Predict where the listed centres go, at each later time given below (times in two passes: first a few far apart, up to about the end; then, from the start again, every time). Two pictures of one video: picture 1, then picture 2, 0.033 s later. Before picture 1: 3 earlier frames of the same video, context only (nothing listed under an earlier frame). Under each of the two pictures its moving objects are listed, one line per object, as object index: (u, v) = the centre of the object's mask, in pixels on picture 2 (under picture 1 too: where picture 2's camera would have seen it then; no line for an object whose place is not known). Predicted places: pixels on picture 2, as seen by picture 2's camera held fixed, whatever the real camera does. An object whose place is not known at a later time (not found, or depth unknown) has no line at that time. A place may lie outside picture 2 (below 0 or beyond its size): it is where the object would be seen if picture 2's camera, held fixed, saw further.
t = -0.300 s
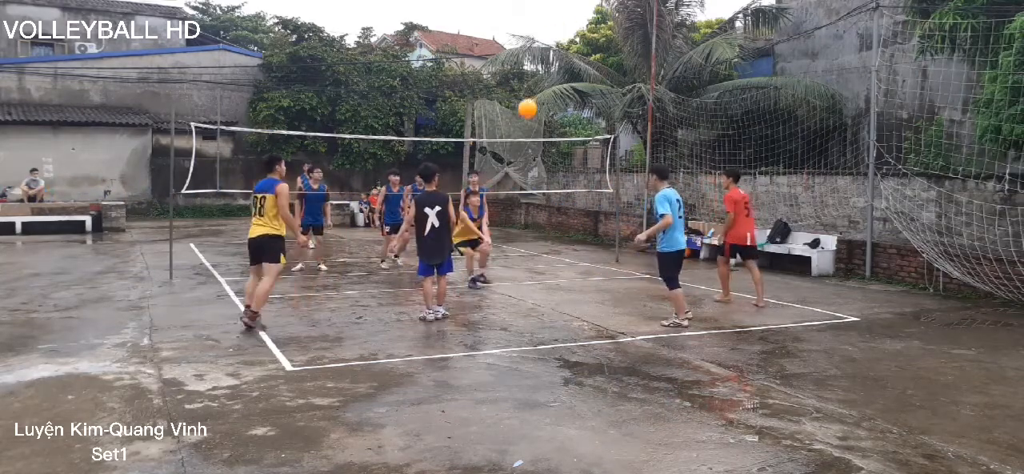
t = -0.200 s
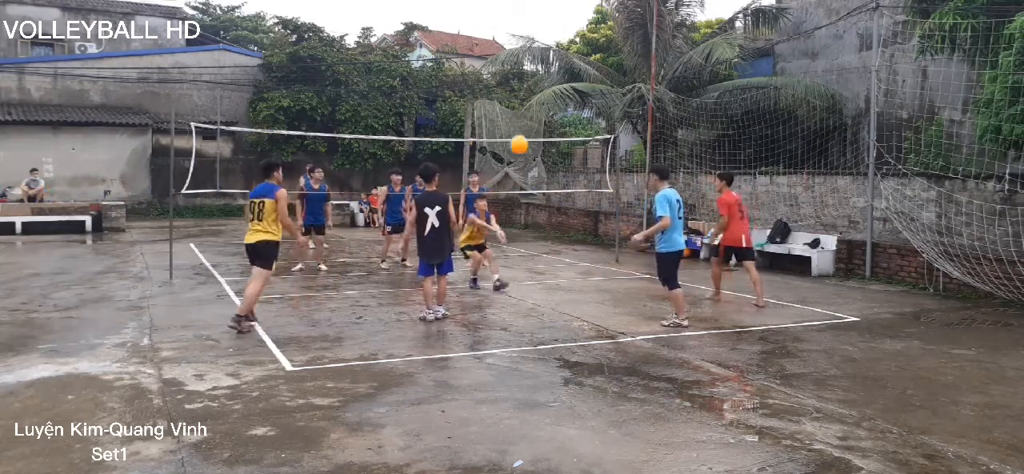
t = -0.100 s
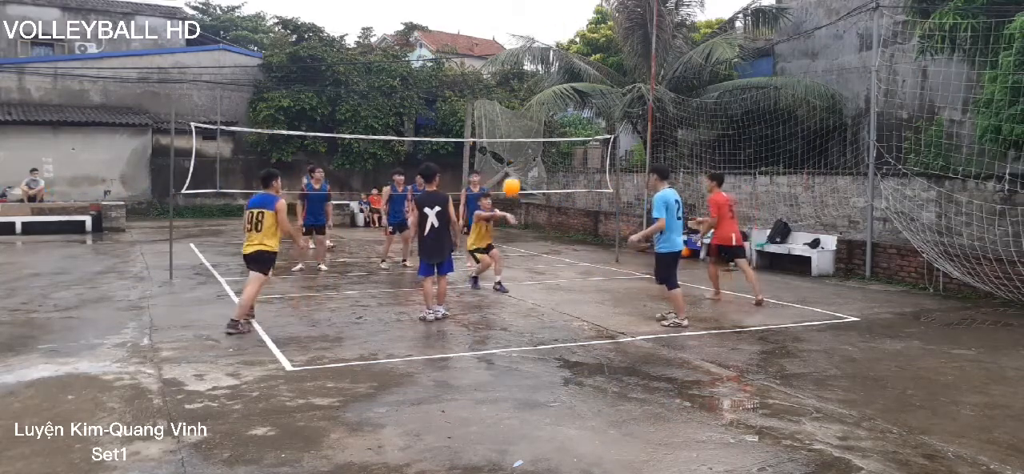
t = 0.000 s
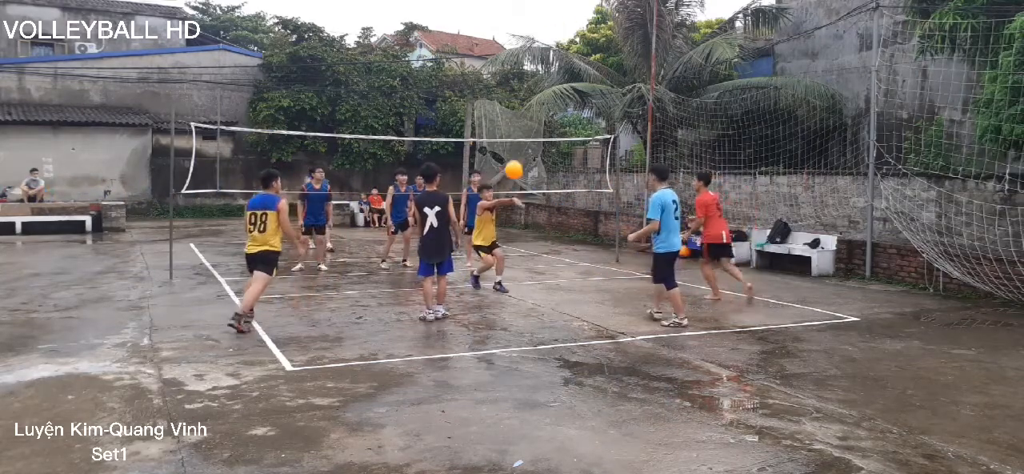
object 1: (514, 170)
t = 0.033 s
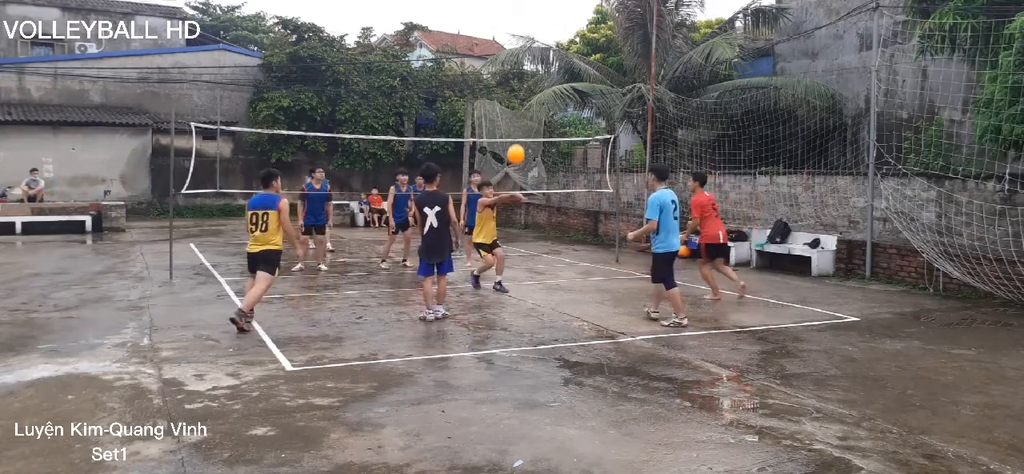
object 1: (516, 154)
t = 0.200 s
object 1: (527, 88)
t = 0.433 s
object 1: (542, 33)
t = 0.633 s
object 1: (552, 19)
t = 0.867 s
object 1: (563, 37)
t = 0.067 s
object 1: (519, 139)
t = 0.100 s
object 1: (521, 125)
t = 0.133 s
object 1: (523, 112)
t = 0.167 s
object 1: (525, 100)
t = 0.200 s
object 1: (527, 88)
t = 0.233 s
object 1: (529, 79)
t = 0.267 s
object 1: (532, 69)
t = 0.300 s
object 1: (533, 59)
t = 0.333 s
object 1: (536, 52)
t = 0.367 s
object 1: (539, 45)
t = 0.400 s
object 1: (540, 39)
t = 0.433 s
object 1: (542, 33)
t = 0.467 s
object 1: (543, 29)
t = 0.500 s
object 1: (545, 25)
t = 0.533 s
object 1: (547, 22)
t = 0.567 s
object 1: (549, 21)
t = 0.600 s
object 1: (550, 19)
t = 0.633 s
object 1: (552, 19)
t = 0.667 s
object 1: (554, 19)
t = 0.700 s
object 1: (555, 20)
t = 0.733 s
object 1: (557, 23)
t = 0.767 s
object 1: (558, 25)
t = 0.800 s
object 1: (560, 28)
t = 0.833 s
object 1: (561, 32)
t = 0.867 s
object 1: (563, 37)
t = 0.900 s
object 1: (565, 43)
